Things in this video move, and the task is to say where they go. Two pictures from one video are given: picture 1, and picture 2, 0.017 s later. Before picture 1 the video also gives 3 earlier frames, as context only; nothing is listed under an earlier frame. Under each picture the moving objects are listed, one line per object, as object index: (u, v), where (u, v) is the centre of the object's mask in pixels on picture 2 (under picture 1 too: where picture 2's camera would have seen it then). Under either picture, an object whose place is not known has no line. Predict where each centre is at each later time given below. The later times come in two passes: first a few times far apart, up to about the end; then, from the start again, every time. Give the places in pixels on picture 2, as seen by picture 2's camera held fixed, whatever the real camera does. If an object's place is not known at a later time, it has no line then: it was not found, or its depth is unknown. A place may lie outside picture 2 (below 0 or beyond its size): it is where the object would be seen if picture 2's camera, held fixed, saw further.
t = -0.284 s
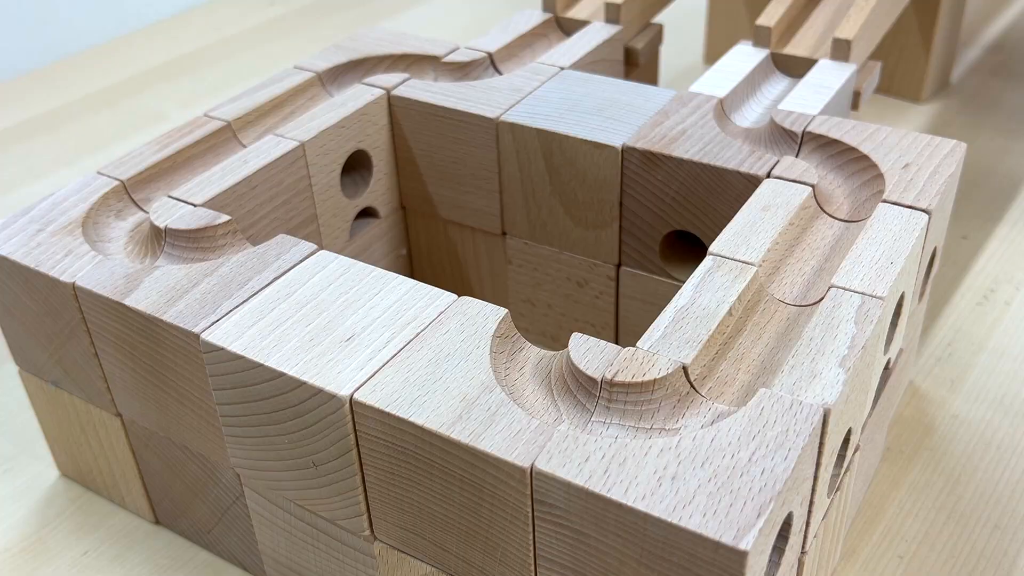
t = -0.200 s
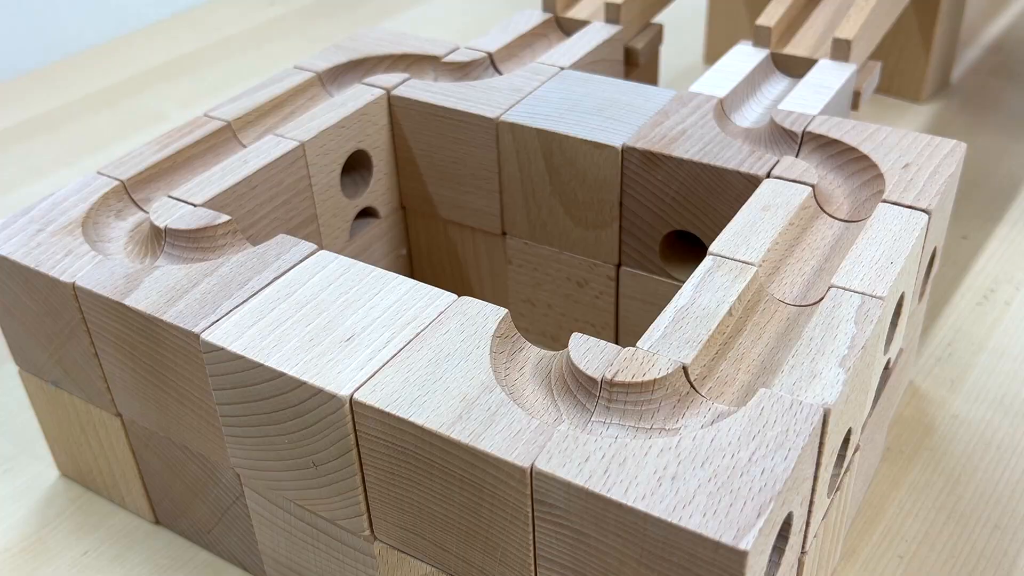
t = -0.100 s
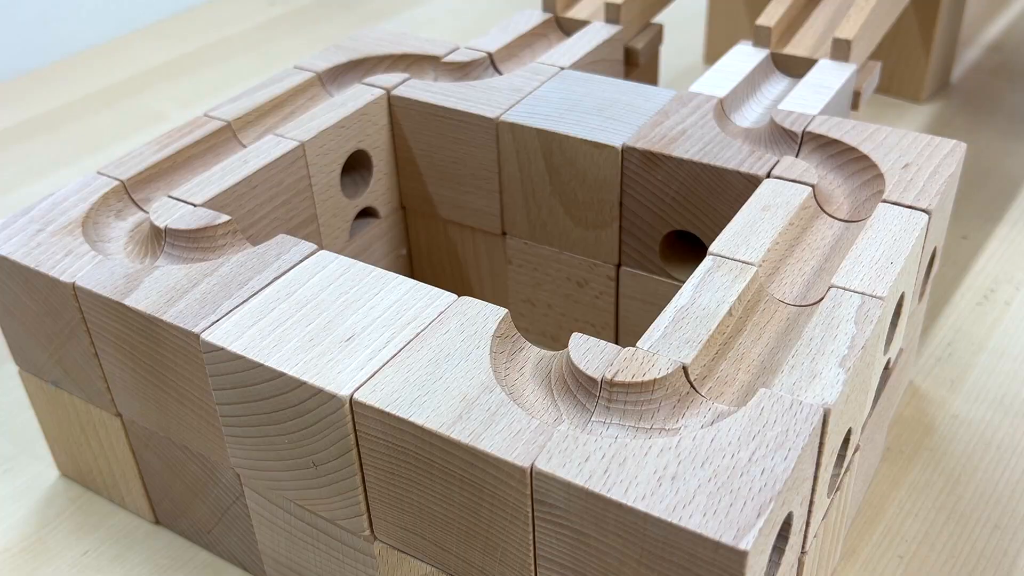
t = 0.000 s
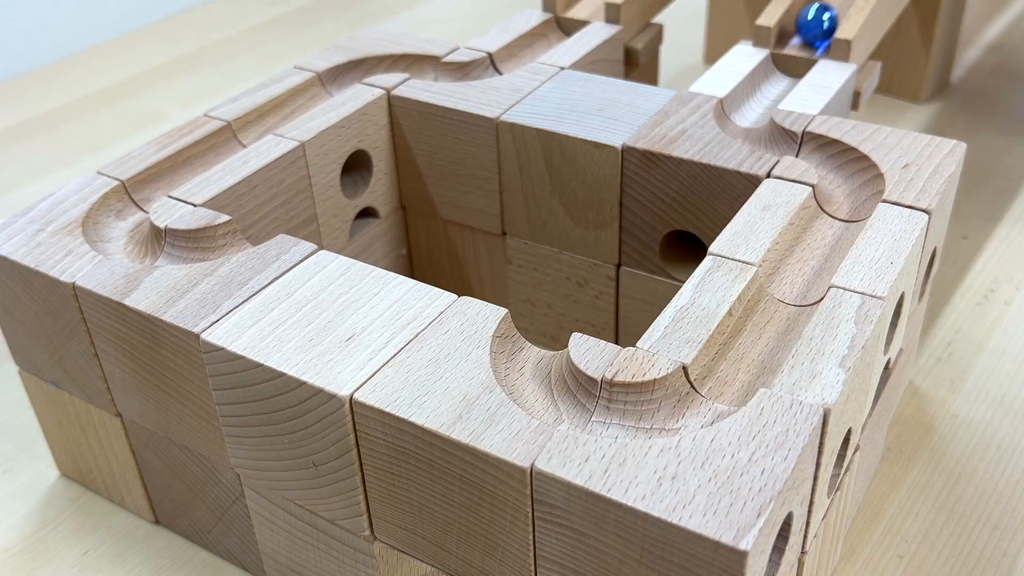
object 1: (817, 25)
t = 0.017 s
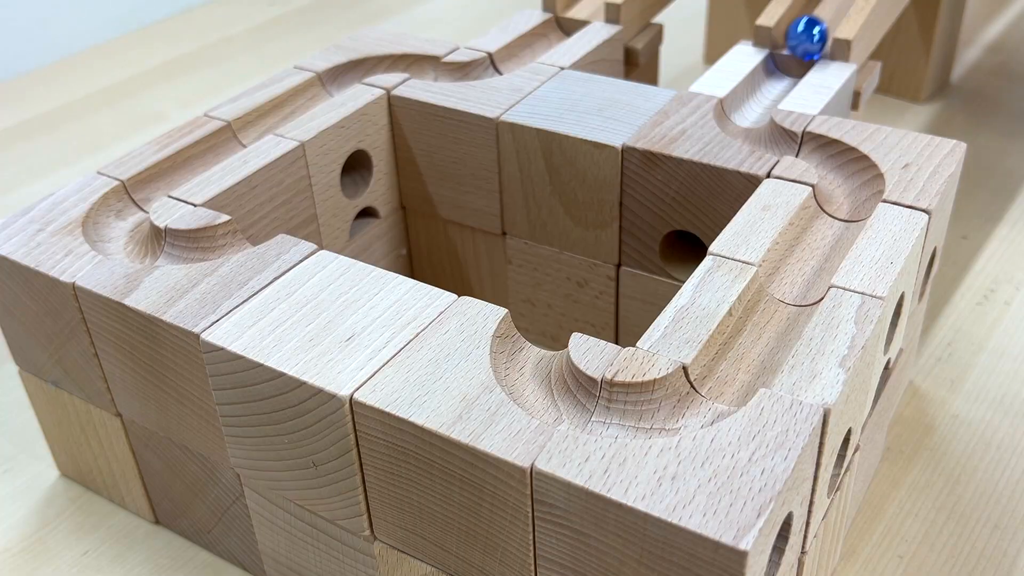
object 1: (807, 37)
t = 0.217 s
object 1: (813, 139)
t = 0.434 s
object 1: (827, 222)
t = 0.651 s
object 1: (775, 307)
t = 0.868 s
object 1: (706, 391)
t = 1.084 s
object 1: (593, 407)
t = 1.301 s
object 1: (529, 352)
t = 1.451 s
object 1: (556, 326)
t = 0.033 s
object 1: (795, 55)
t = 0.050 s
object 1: (772, 77)
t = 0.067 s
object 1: (763, 90)
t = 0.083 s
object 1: (751, 102)
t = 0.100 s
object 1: (740, 106)
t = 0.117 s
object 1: (738, 110)
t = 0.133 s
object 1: (743, 121)
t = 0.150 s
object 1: (757, 132)
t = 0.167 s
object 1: (773, 137)
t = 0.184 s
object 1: (789, 141)
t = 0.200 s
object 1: (801, 138)
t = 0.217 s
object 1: (813, 139)
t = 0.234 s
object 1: (825, 149)
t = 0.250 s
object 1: (827, 156)
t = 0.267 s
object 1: (834, 157)
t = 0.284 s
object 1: (841, 164)
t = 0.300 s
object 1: (848, 174)
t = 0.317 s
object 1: (856, 182)
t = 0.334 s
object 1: (854, 187)
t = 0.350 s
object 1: (851, 192)
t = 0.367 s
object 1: (848, 199)
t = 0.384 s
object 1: (844, 205)
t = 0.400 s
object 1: (838, 211)
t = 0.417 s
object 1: (831, 216)
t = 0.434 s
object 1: (827, 222)
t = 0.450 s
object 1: (825, 228)
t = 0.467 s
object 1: (823, 235)
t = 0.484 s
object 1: (821, 241)
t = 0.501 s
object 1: (816, 247)
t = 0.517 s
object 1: (809, 252)
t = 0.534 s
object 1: (803, 258)
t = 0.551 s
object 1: (798, 264)
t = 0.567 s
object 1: (797, 273)
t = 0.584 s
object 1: (794, 279)
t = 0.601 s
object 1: (791, 287)
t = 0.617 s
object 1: (786, 294)
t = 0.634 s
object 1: (781, 300)
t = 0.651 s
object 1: (775, 307)
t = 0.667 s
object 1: (771, 315)
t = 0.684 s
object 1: (767, 322)
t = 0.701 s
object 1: (762, 329)
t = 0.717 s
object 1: (757, 337)
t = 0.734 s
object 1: (752, 344)
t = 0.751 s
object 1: (746, 352)
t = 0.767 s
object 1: (741, 360)
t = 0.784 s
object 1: (736, 367)
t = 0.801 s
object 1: (731, 374)
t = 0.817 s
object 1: (725, 377)
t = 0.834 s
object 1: (719, 381)
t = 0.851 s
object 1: (713, 386)
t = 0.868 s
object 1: (706, 391)
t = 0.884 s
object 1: (700, 395)
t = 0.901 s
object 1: (692, 400)
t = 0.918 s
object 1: (687, 404)
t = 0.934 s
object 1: (678, 407)
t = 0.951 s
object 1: (668, 409)
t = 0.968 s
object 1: (660, 409)
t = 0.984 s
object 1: (648, 410)
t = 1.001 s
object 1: (640, 410)
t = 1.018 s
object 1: (630, 411)
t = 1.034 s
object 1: (619, 411)
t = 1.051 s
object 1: (610, 411)
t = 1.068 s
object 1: (601, 409)
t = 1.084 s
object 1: (593, 407)
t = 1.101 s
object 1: (585, 404)
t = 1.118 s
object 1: (576, 402)
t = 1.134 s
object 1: (566, 399)
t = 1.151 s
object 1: (556, 397)
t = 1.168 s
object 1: (549, 393)
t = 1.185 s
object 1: (546, 389)
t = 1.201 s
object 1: (543, 384)
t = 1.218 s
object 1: (540, 380)
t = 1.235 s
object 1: (535, 372)
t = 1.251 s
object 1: (529, 368)
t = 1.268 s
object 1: (526, 363)
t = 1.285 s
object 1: (526, 357)
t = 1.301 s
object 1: (529, 352)
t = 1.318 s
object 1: (531, 347)
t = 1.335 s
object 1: (534, 341)
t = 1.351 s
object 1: (536, 337)
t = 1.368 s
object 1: (538, 332)
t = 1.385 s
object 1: (540, 327)
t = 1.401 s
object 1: (543, 322)
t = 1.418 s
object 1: (547, 319)
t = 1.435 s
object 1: (552, 321)
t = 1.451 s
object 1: (556, 326)
